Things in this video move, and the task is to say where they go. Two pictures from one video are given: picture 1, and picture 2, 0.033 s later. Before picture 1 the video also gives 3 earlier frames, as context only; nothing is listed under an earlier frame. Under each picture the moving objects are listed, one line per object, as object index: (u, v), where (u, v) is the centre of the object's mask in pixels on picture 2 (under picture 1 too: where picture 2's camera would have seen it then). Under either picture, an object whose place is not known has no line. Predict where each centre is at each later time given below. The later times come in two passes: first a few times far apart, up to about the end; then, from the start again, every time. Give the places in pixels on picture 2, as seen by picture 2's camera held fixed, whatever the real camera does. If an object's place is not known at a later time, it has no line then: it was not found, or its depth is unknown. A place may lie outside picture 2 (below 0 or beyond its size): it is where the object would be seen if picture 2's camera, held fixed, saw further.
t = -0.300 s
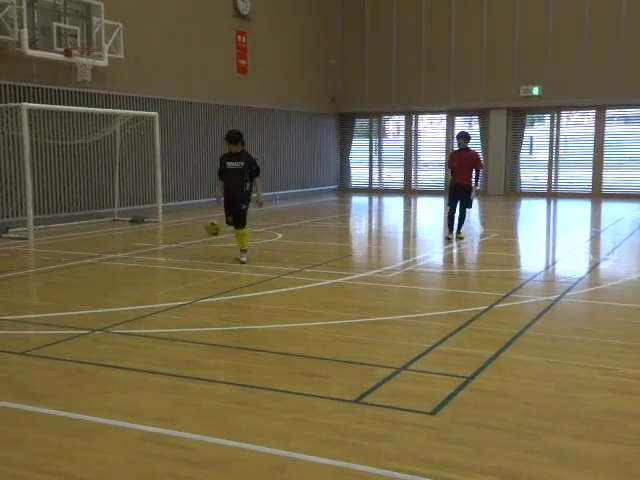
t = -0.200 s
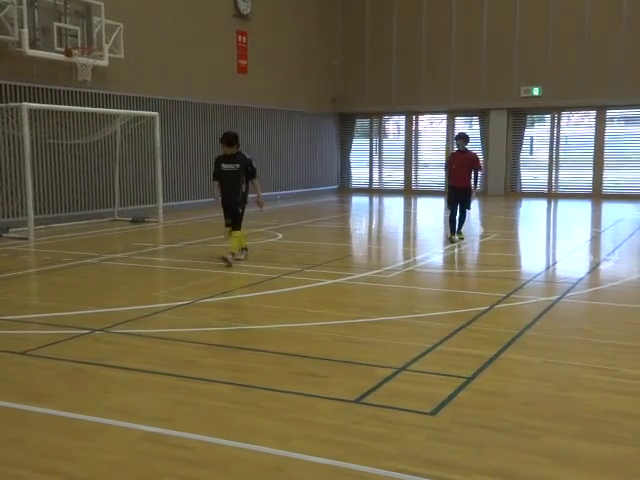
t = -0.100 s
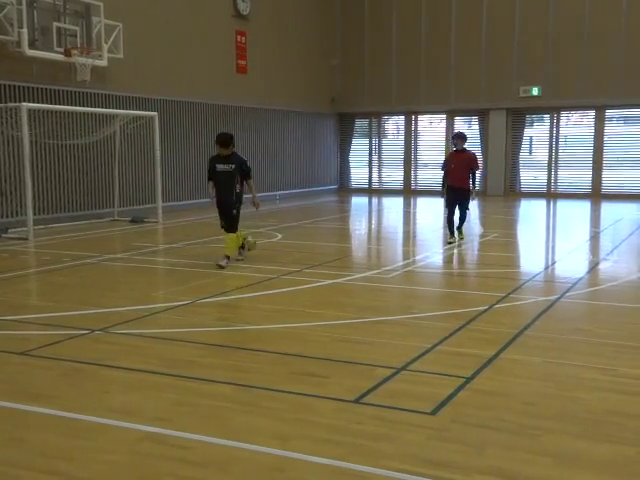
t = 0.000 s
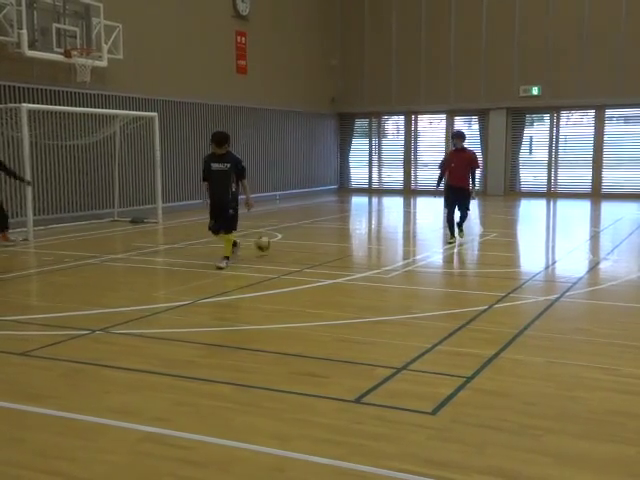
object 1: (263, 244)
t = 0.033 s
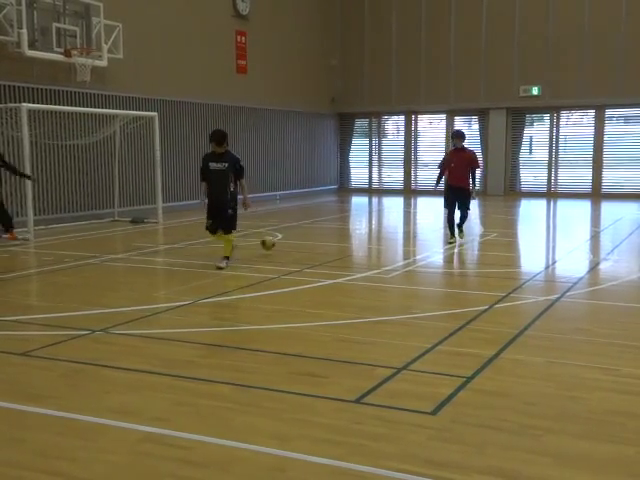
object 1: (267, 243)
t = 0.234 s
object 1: (296, 247)
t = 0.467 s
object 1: (329, 245)
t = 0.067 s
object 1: (273, 241)
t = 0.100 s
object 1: (277, 241)
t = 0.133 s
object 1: (280, 241)
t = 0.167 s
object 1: (287, 244)
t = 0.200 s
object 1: (292, 247)
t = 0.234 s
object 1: (296, 247)
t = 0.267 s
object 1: (301, 245)
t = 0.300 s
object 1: (306, 244)
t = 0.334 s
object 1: (311, 244)
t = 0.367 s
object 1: (315, 245)
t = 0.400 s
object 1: (319, 245)
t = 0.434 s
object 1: (323, 246)
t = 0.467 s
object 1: (329, 245)
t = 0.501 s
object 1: (333, 244)
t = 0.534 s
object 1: (338, 245)
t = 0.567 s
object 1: (342, 244)
